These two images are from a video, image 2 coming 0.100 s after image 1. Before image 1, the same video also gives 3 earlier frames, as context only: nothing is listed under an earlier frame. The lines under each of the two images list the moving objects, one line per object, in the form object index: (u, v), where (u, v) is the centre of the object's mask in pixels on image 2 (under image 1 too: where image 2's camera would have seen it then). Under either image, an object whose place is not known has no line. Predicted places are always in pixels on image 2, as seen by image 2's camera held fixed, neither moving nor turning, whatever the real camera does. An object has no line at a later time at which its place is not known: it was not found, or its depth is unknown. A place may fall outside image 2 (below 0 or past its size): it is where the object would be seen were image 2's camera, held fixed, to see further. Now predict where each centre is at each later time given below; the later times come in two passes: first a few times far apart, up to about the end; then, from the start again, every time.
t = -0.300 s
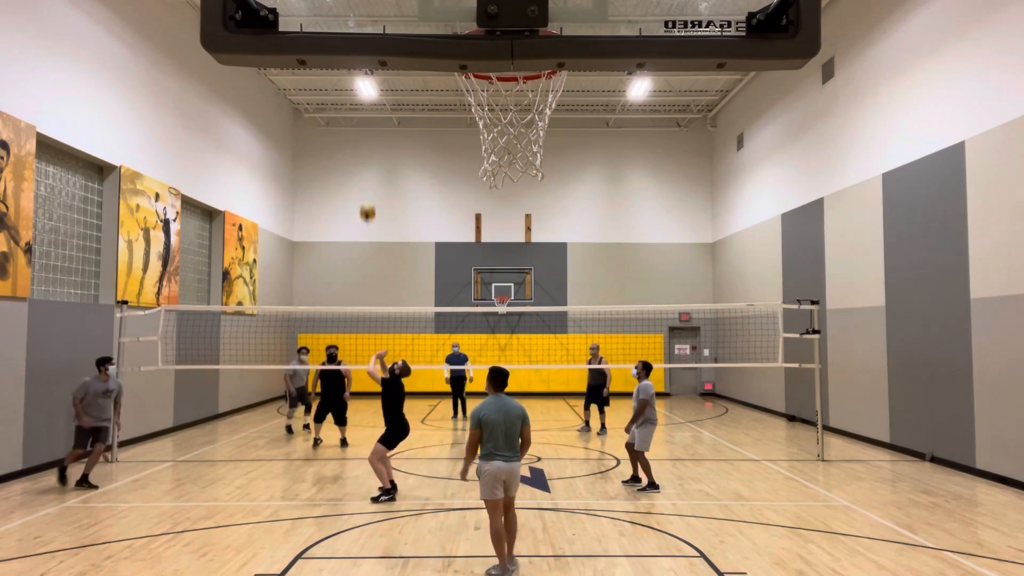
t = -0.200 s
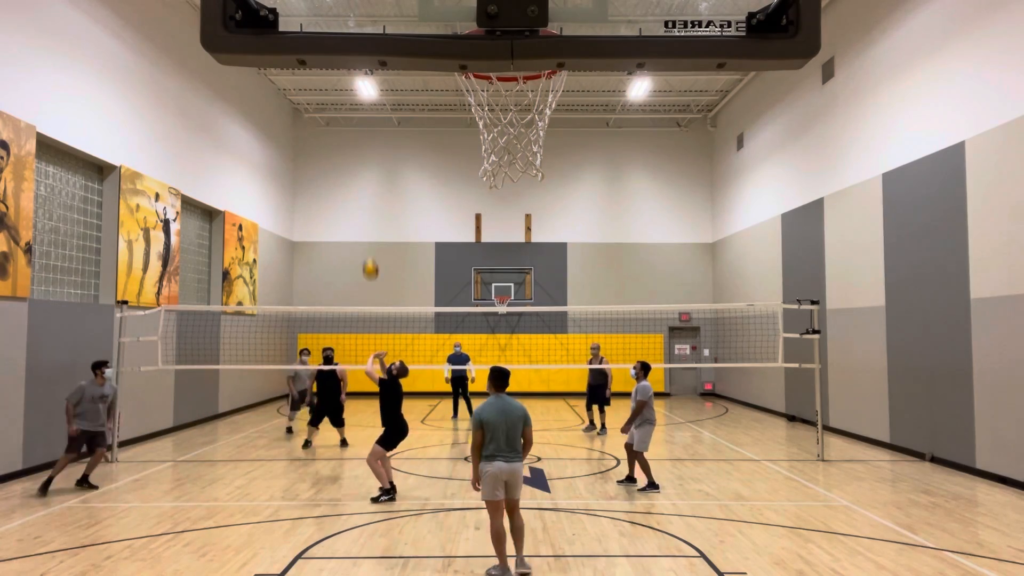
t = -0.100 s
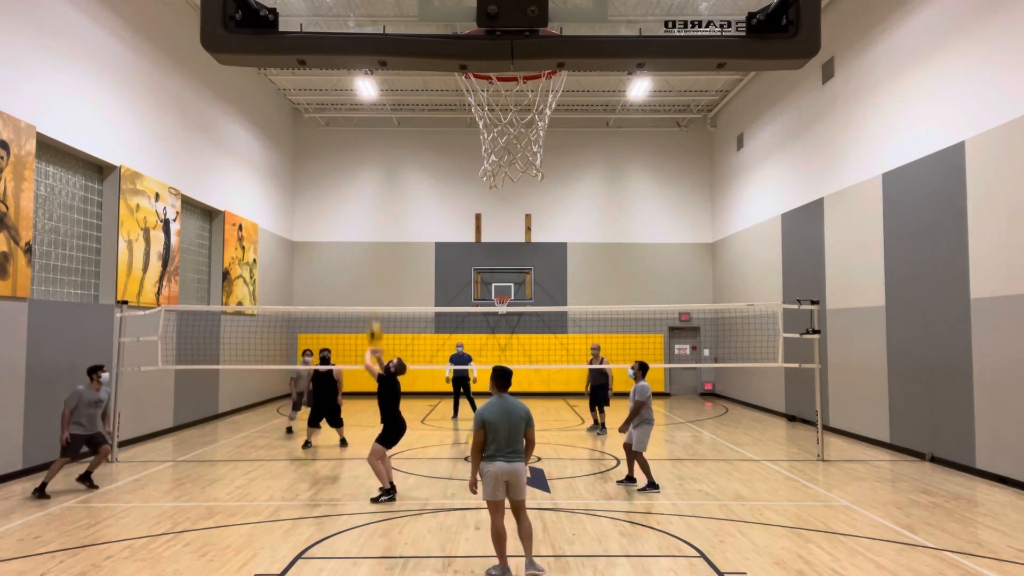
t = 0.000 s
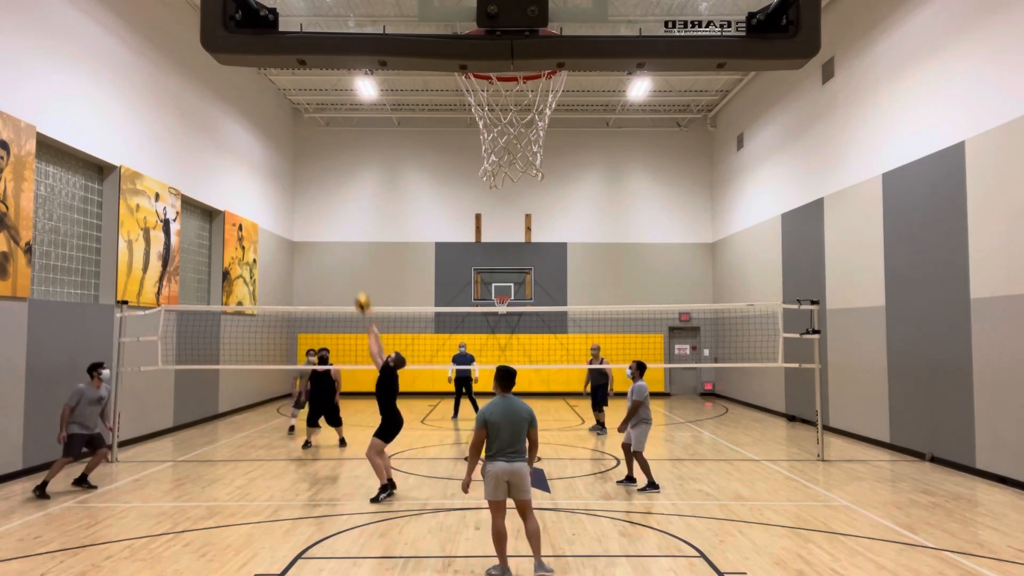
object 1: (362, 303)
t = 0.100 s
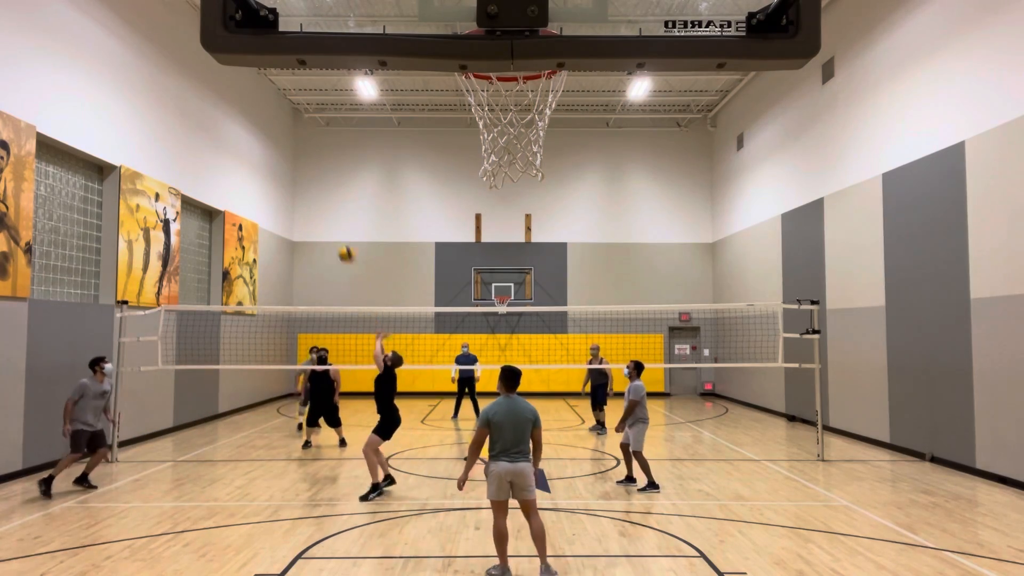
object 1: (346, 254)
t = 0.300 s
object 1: (313, 180)
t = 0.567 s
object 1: (272, 136)
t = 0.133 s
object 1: (341, 239)
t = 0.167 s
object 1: (335, 226)
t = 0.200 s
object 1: (330, 213)
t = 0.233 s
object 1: (324, 200)
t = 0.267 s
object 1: (319, 189)
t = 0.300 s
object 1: (313, 180)
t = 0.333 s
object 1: (308, 172)
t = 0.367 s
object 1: (303, 163)
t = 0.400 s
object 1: (298, 157)
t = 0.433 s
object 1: (292, 151)
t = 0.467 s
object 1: (287, 146)
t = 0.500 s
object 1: (282, 141)
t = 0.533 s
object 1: (277, 138)
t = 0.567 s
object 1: (272, 136)
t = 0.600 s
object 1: (266, 134)
